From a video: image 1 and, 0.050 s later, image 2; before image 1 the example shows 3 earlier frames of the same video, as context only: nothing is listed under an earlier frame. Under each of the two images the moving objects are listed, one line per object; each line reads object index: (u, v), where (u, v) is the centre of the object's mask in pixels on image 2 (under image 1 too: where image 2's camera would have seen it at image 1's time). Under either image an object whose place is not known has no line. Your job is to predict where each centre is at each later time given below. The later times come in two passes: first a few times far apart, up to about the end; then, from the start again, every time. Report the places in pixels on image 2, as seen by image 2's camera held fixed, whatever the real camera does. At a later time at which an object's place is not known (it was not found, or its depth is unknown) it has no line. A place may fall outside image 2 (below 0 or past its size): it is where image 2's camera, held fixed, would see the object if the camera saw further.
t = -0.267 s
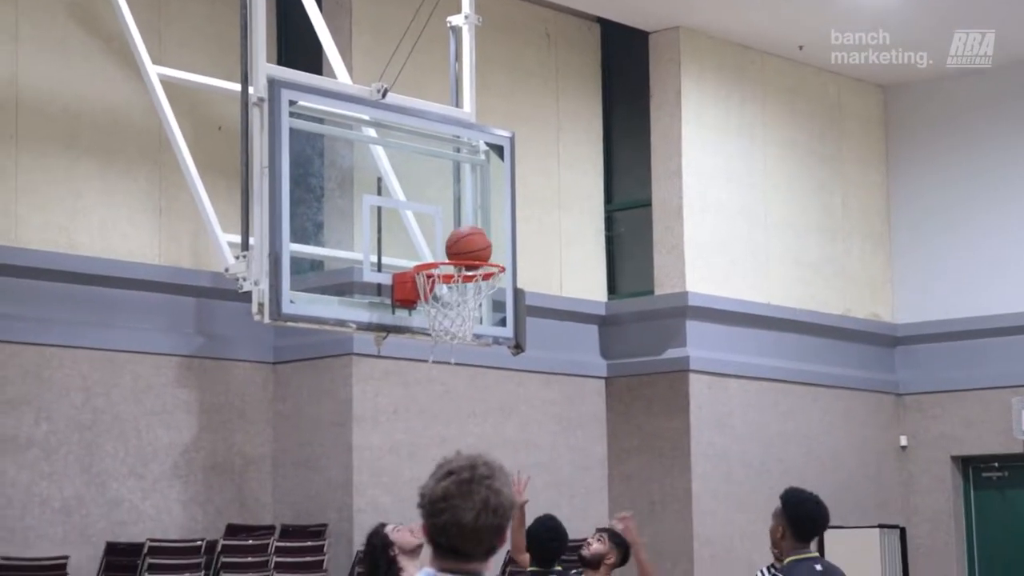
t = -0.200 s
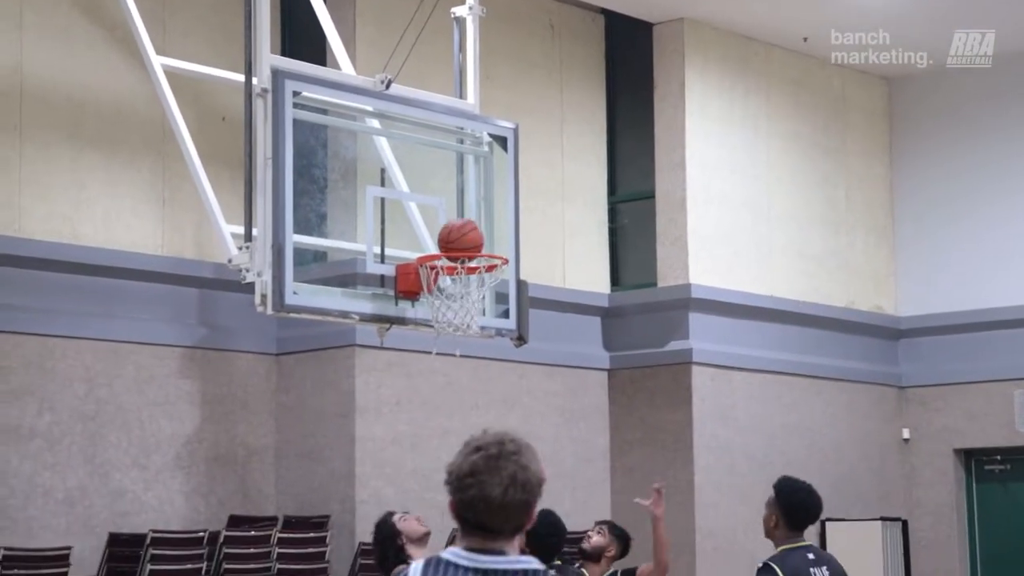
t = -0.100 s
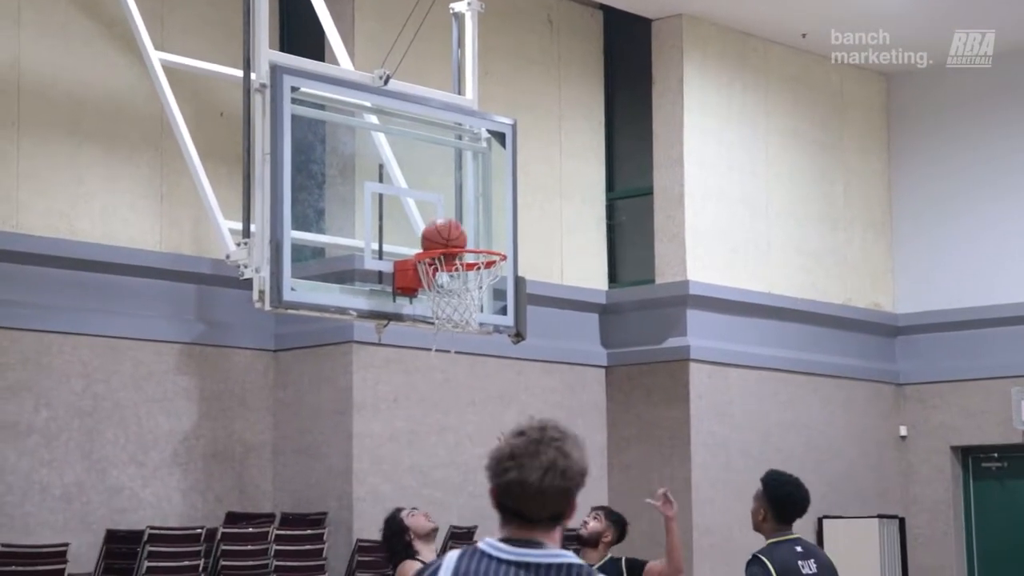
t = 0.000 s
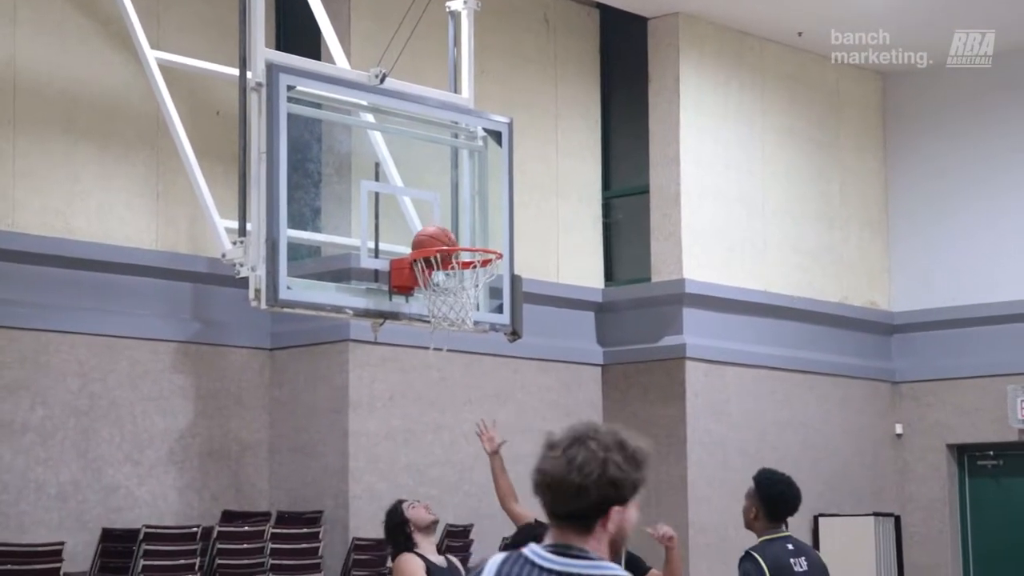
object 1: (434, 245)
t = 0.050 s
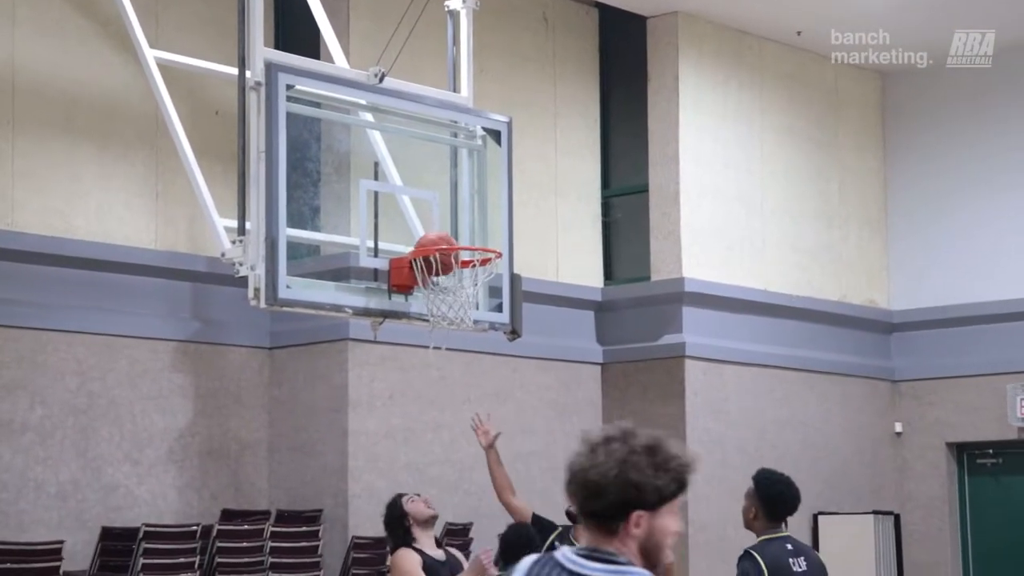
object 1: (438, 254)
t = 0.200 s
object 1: (461, 281)
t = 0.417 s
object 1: (475, 303)
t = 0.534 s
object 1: (462, 330)
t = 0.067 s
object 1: (438, 257)
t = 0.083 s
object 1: (441, 261)
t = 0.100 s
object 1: (443, 265)
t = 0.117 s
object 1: (444, 267)
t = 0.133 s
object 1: (447, 270)
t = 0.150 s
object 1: (451, 271)
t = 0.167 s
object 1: (453, 274)
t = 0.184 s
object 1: (458, 277)
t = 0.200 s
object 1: (461, 281)
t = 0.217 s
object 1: (464, 284)
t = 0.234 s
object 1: (467, 289)
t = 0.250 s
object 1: (470, 292)
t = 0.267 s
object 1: (473, 293)
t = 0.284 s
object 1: (475, 296)
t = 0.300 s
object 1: (476, 296)
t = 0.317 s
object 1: (477, 297)
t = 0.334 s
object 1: (478, 298)
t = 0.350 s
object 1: (479, 300)
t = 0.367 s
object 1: (478, 300)
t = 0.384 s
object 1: (477, 301)
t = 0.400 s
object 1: (477, 302)
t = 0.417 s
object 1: (475, 303)
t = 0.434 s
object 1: (473, 305)
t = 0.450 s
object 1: (472, 307)
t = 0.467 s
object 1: (470, 309)
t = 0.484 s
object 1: (468, 313)
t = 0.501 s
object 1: (466, 326)
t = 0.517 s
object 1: (464, 328)
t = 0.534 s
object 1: (462, 330)
